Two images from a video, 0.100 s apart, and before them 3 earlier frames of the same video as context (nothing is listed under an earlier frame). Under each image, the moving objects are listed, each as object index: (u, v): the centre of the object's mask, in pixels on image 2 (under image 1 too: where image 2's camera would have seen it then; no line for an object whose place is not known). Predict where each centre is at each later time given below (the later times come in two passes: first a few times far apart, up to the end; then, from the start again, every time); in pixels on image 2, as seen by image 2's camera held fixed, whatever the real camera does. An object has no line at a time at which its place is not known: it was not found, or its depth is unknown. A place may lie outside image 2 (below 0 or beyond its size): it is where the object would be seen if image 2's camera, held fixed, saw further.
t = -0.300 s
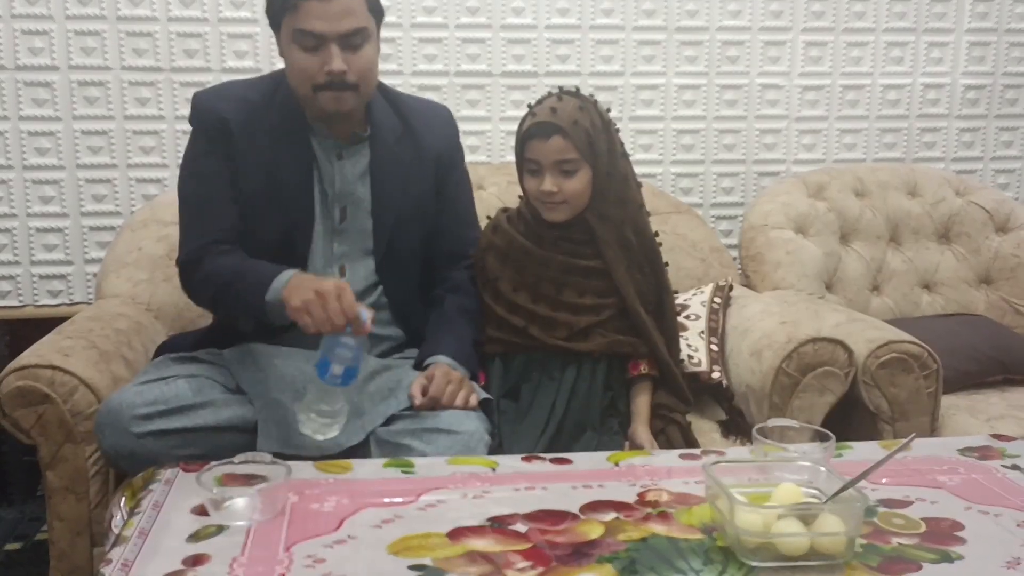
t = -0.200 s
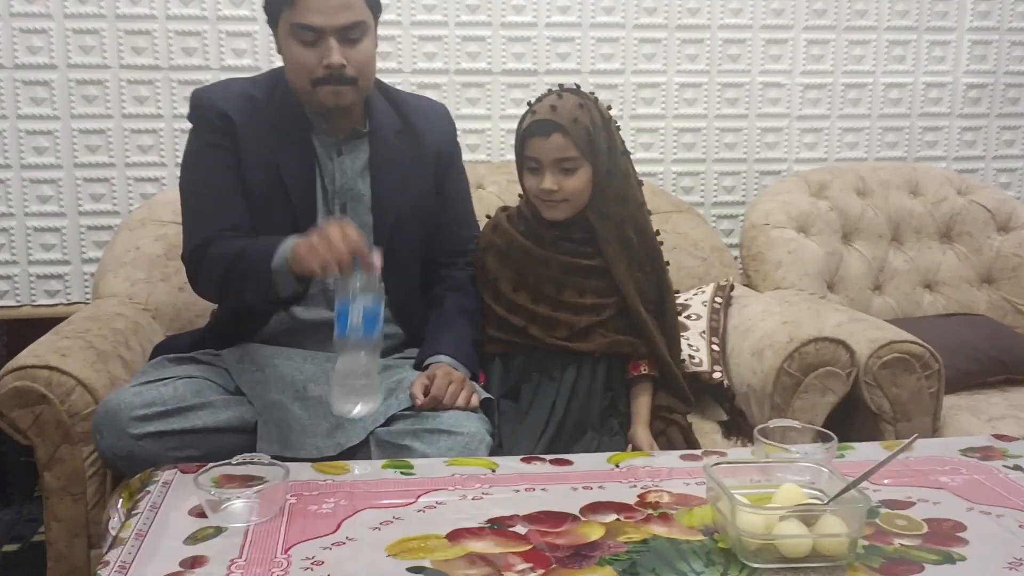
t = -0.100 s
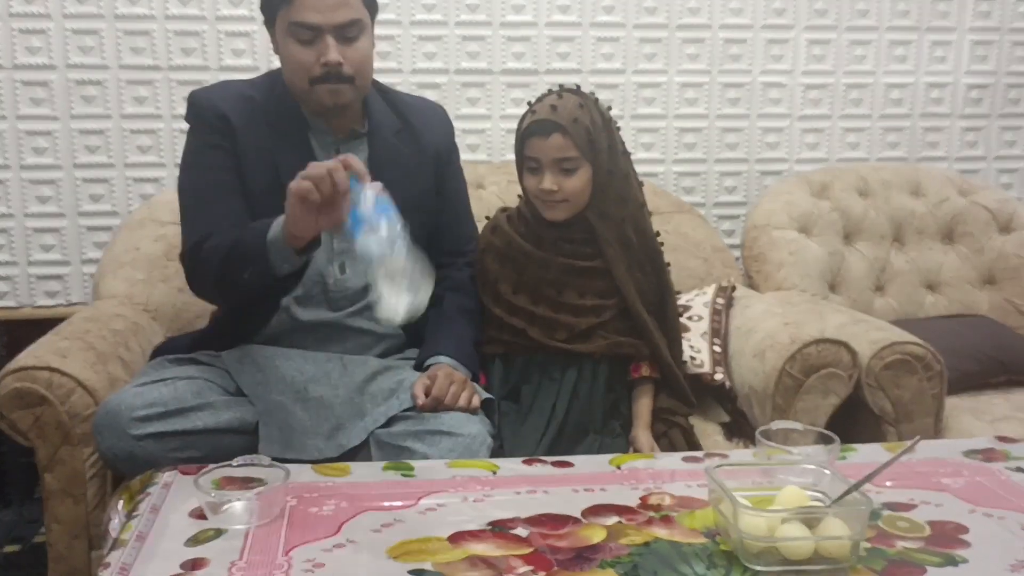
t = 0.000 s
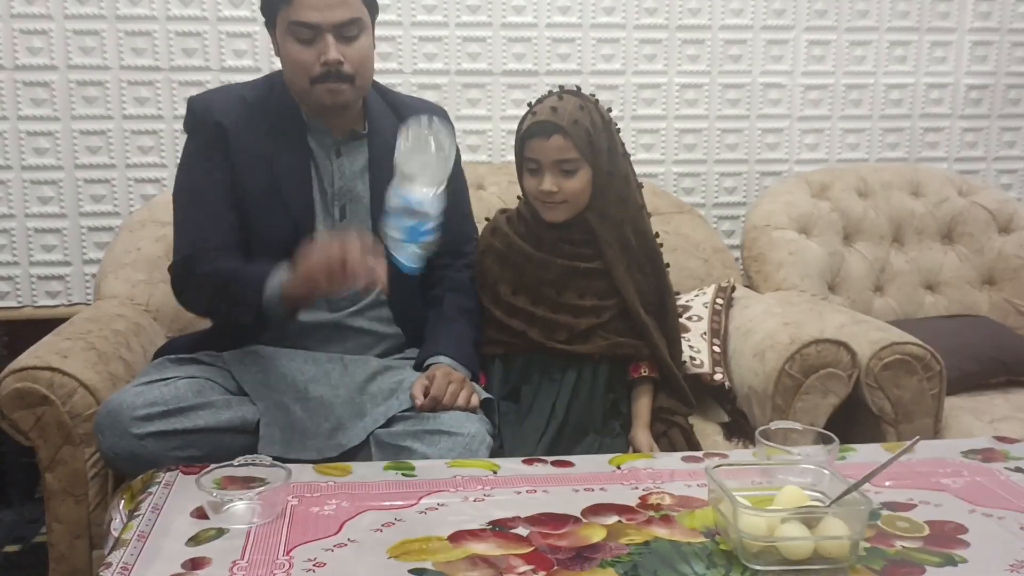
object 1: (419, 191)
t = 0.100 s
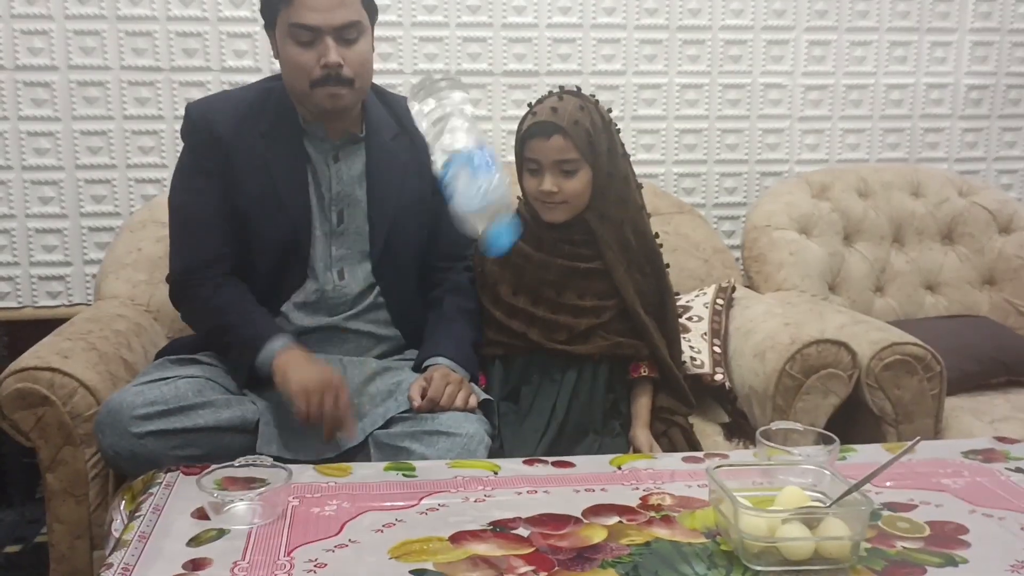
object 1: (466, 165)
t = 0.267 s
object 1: (506, 235)
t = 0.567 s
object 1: (575, 512)
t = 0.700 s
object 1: (573, 538)
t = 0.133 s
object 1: (477, 149)
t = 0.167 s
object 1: (484, 148)
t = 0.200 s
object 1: (489, 163)
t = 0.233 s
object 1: (498, 194)
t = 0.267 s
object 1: (506, 235)
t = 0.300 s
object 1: (514, 291)
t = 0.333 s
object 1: (523, 356)
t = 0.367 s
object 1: (530, 434)
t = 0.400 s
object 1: (538, 459)
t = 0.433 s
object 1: (542, 459)
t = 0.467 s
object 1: (548, 463)
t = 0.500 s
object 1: (556, 473)
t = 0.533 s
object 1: (564, 488)
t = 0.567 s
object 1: (575, 512)
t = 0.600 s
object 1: (577, 535)
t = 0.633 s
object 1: (573, 537)
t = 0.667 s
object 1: (573, 538)
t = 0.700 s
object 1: (573, 538)
